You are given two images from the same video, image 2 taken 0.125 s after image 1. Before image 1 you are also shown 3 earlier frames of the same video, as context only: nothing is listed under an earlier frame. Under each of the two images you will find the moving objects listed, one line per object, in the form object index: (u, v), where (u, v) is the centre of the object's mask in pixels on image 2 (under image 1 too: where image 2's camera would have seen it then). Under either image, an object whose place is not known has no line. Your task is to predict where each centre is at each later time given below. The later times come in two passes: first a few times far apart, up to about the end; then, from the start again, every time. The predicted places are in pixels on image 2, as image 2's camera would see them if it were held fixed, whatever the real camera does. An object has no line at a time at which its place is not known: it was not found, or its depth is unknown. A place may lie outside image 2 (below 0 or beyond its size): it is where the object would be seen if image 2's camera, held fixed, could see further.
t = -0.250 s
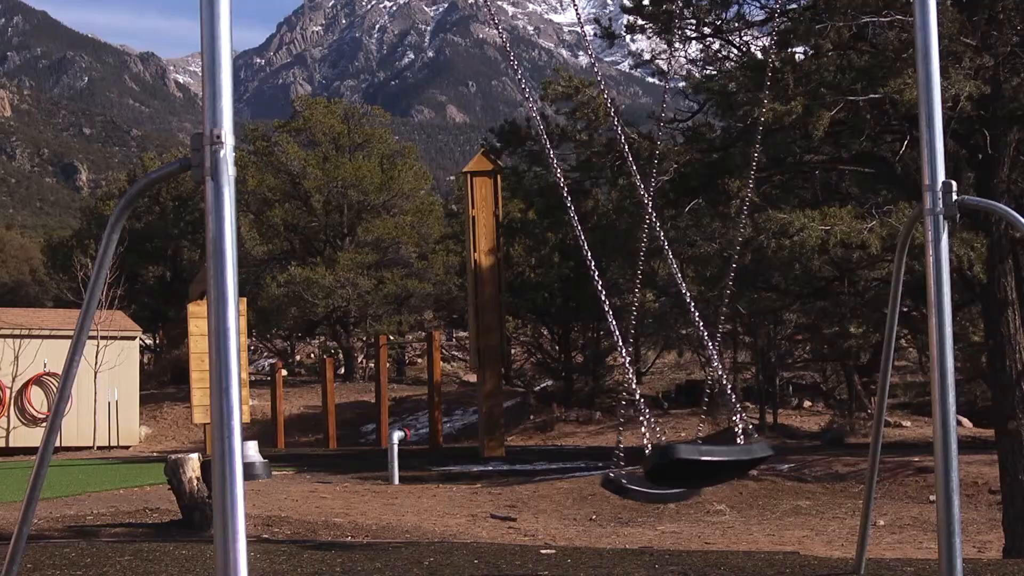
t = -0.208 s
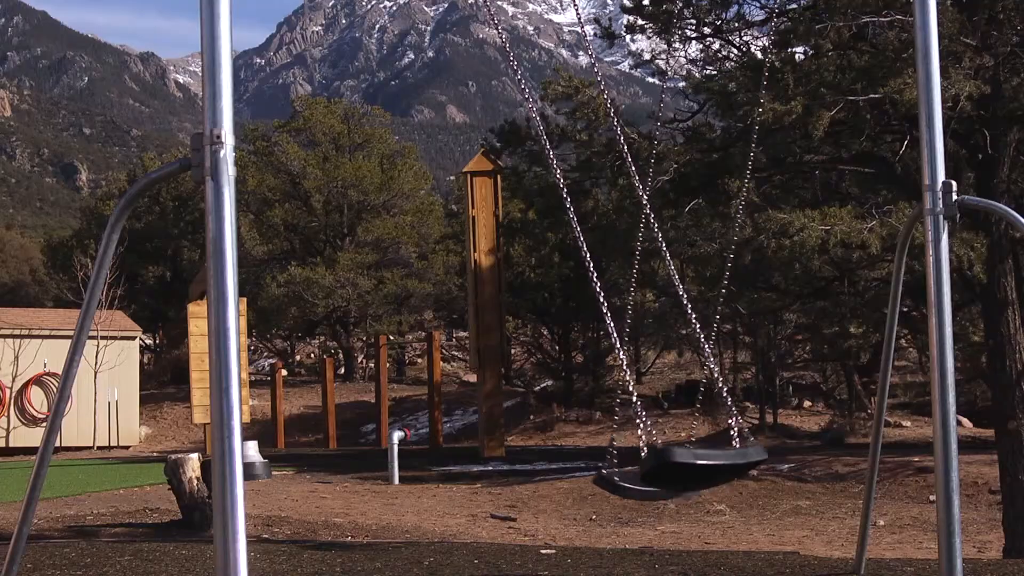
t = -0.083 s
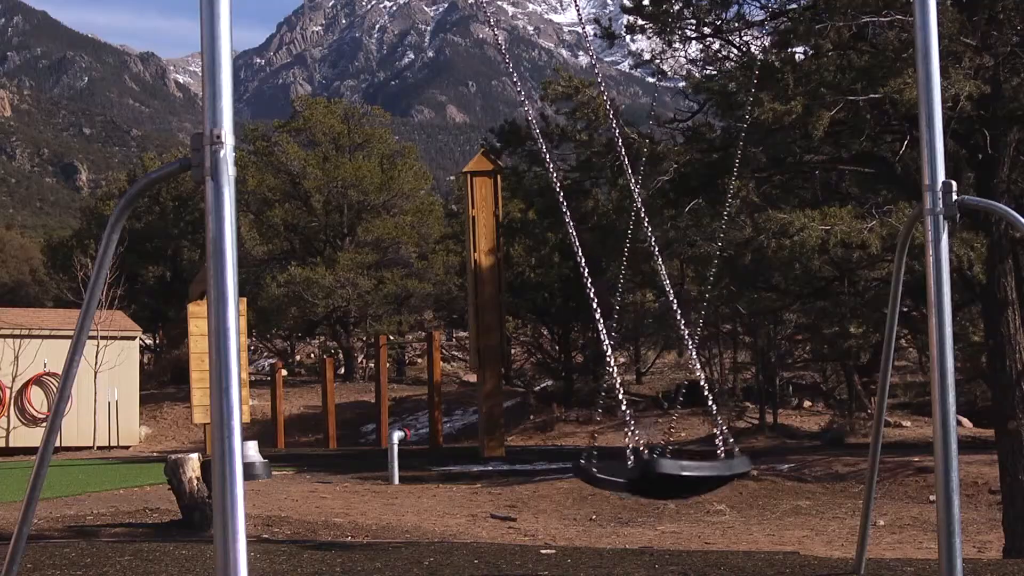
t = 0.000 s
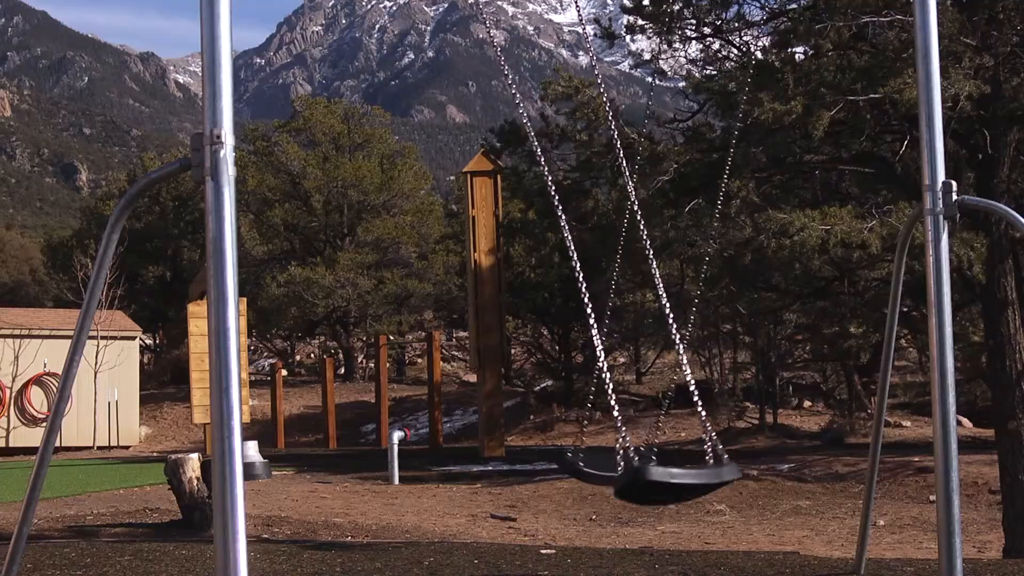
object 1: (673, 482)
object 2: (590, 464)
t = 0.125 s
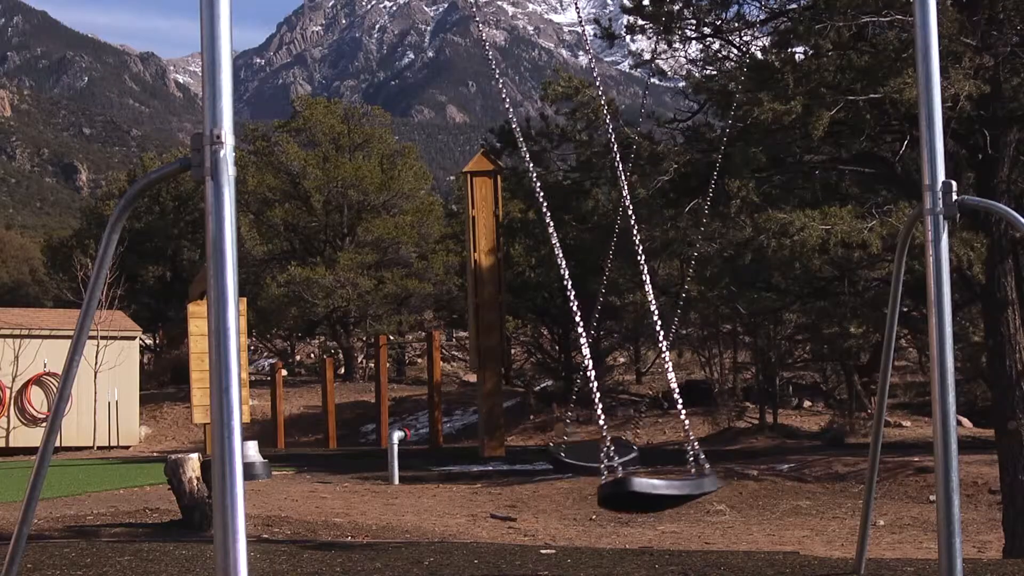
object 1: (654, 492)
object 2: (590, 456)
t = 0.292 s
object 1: (625, 505)
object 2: (575, 442)
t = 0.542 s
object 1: (586, 519)
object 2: (550, 427)
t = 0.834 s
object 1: (536, 527)
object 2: (529, 416)
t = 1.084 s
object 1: (493, 527)
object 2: (521, 414)
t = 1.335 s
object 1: (449, 522)
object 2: (534, 418)
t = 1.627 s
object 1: (399, 507)
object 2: (551, 432)
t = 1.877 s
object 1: (364, 489)
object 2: (577, 453)
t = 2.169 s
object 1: (335, 468)
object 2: (616, 475)
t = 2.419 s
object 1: (321, 454)
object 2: (659, 494)
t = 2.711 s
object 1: (312, 449)
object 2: (723, 508)
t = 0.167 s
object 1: (649, 495)
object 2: (585, 453)
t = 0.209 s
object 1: (640, 499)
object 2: (581, 450)
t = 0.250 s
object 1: (635, 501)
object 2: (581, 445)
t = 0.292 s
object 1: (625, 505)
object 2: (575, 442)
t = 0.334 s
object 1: (618, 508)
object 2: (569, 436)
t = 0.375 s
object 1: (612, 510)
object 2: (562, 436)
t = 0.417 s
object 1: (606, 513)
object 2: (559, 433)
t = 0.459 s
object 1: (600, 515)
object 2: (554, 428)
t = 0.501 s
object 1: (591, 517)
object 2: (551, 426)
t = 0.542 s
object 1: (586, 519)
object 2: (550, 427)
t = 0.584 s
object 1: (578, 521)
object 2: (552, 423)
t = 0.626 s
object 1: (572, 522)
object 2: (546, 423)
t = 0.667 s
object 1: (565, 523)
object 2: (541, 422)
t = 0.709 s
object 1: (556, 524)
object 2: (537, 418)
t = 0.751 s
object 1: (550, 525)
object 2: (533, 417)
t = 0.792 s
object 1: (543, 526)
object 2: (531, 416)
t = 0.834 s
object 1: (536, 527)
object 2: (529, 416)
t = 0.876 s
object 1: (526, 528)
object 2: (526, 415)
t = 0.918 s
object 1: (520, 527)
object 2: (523, 414)
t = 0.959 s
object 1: (513, 527)
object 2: (519, 414)
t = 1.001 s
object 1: (506, 528)
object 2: (516, 414)
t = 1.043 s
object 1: (499, 527)
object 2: (522, 414)
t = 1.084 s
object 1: (493, 527)
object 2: (521, 414)
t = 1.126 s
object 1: (486, 527)
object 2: (522, 414)
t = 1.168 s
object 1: (479, 526)
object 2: (526, 414)
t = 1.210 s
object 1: (472, 526)
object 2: (524, 415)
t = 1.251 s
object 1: (464, 524)
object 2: (526, 416)
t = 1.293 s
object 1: (456, 523)
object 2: (534, 416)
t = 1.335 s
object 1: (449, 522)
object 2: (534, 418)
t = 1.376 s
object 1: (442, 521)
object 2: (535, 420)
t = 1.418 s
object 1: (435, 519)
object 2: (533, 424)
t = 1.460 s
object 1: (427, 517)
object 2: (536, 424)
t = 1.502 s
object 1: (420, 515)
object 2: (537, 424)
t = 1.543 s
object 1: (414, 512)
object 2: (542, 426)
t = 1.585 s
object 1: (406, 510)
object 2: (545, 428)
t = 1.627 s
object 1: (399, 507)
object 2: (551, 432)
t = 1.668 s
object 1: (392, 504)
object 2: (553, 434)
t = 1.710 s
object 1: (388, 500)
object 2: (558, 440)
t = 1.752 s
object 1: (381, 498)
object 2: (560, 441)
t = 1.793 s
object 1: (374, 495)
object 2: (567, 447)
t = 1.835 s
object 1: (369, 492)
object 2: (572, 450)
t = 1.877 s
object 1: (364, 489)
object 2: (577, 453)
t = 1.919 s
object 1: (359, 486)
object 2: (582, 455)
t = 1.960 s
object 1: (355, 483)
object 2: (587, 459)
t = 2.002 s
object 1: (349, 479)
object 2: (592, 462)
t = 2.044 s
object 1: (346, 476)
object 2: (596, 464)
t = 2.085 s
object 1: (341, 474)
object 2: (601, 466)
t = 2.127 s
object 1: (338, 470)
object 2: (608, 468)
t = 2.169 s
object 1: (335, 468)
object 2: (616, 475)
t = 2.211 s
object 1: (331, 465)
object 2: (623, 479)
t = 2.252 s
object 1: (328, 462)
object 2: (630, 483)
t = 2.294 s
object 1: (327, 461)
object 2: (636, 485)
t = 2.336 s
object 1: (325, 459)
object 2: (642, 487)
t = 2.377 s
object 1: (322, 456)
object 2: (650, 493)
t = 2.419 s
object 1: (321, 454)
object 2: (659, 494)
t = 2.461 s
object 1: (318, 453)
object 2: (668, 497)
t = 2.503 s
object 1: (317, 452)
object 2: (677, 500)
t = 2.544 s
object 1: (317, 451)
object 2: (686, 502)
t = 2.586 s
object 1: (314, 451)
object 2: (695, 504)
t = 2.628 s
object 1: (314, 450)
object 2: (703, 505)
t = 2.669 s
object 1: (312, 450)
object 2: (714, 507)
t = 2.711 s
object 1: (312, 449)
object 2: (723, 508)
